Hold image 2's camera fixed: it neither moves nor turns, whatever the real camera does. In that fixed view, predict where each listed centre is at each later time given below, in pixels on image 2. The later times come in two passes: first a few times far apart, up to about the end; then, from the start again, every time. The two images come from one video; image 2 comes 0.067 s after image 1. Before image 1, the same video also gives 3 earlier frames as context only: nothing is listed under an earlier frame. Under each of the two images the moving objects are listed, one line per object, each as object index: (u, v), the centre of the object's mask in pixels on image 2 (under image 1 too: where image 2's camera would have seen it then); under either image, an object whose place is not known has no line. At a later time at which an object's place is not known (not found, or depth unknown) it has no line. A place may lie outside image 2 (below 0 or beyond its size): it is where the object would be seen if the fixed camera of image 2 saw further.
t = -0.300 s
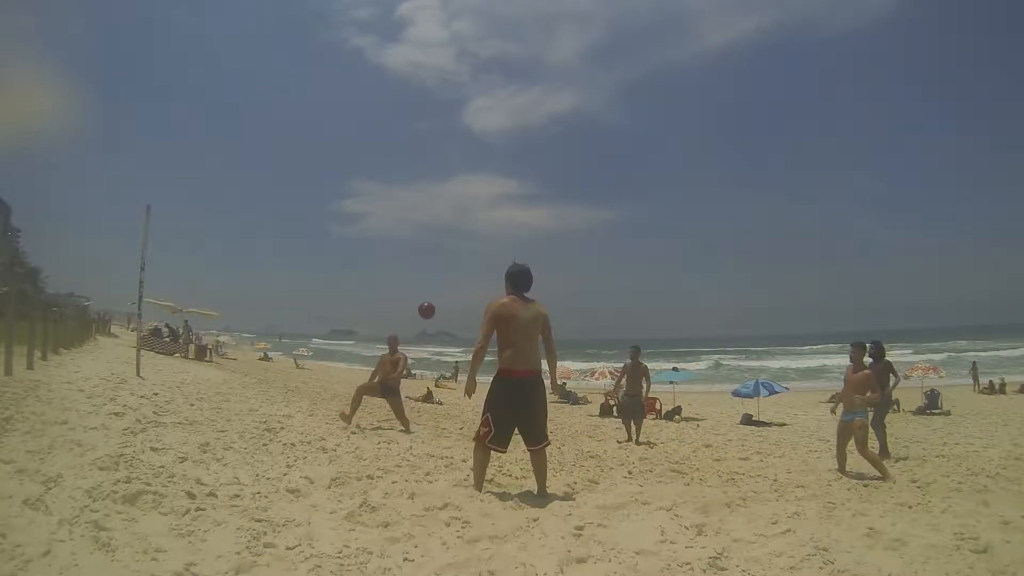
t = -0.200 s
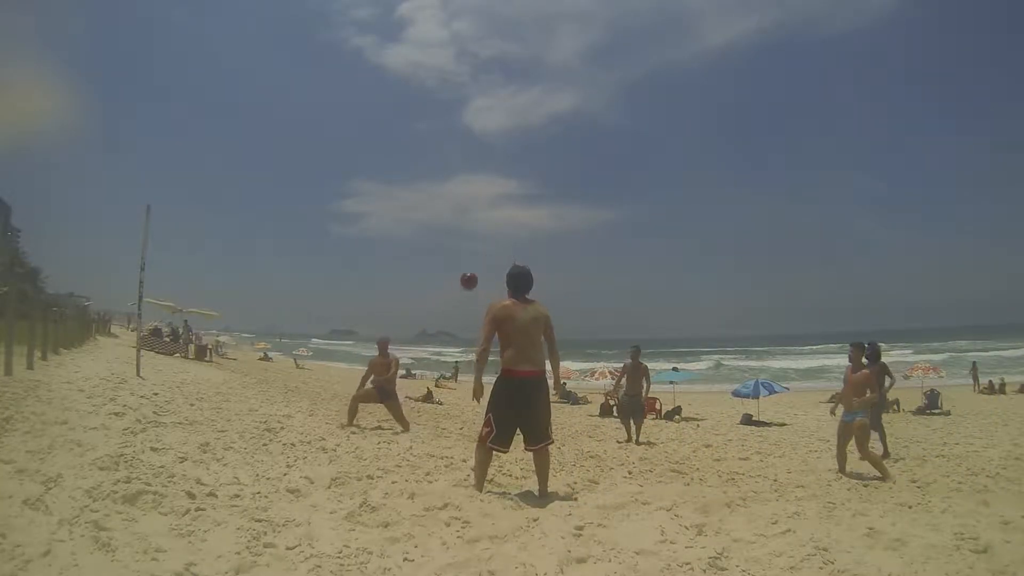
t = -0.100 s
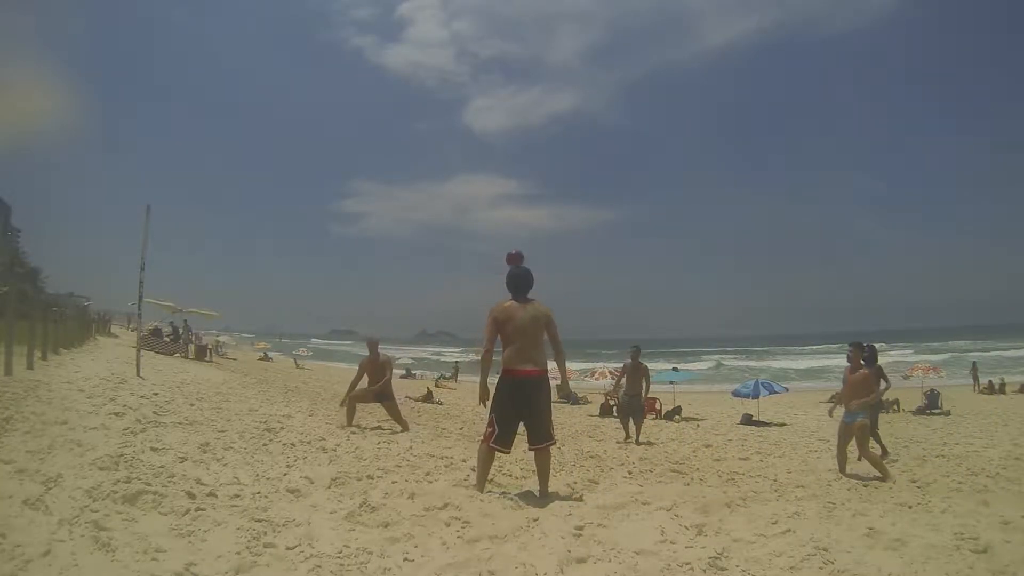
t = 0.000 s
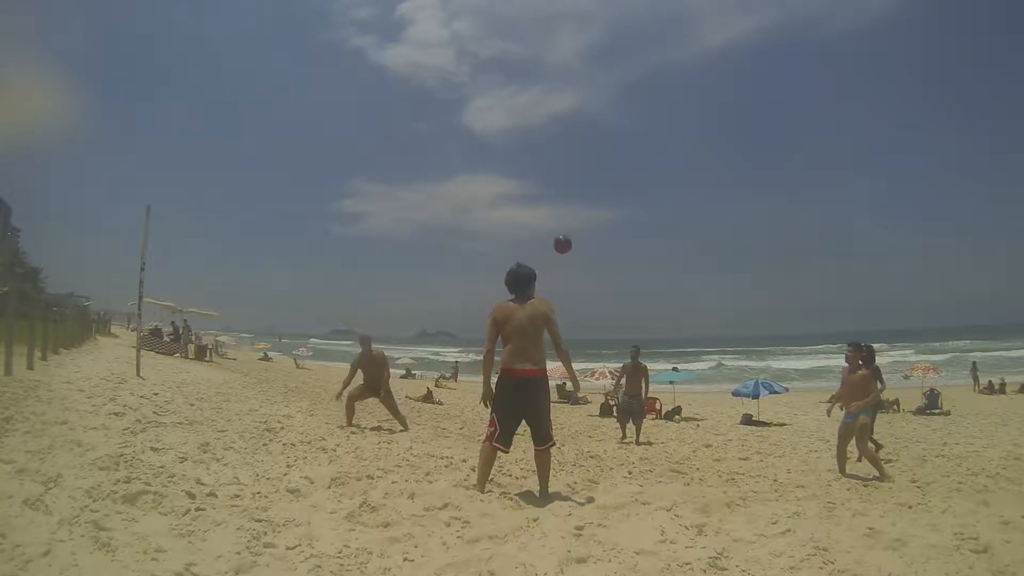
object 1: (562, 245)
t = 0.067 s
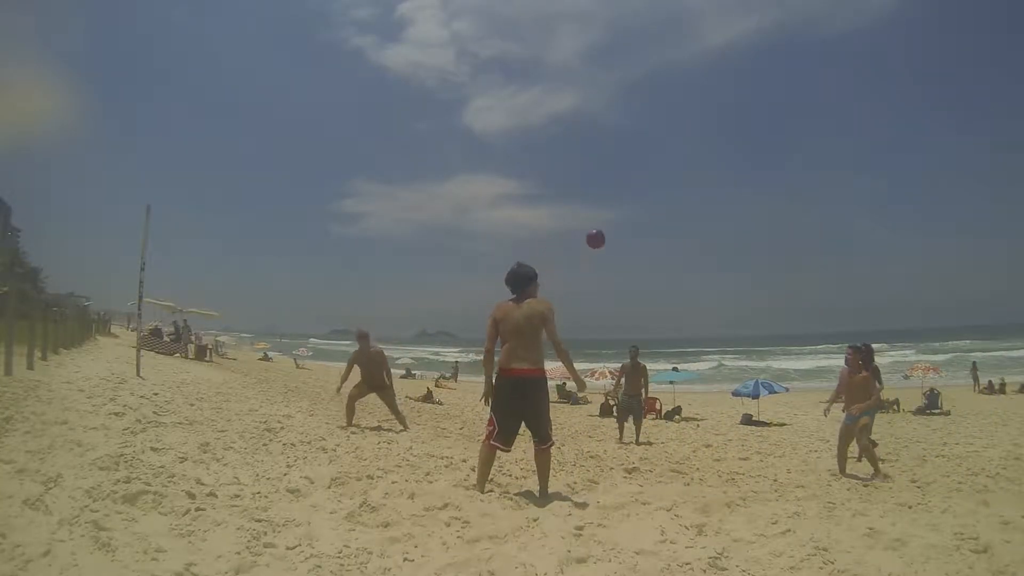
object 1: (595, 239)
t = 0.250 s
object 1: (689, 246)
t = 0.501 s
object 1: (818, 308)
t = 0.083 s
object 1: (604, 239)
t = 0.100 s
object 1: (612, 238)
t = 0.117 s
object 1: (621, 238)
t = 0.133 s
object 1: (629, 238)
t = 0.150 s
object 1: (638, 238)
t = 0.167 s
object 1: (646, 239)
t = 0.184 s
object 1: (655, 240)
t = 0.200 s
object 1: (663, 241)
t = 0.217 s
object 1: (672, 242)
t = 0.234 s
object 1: (680, 244)
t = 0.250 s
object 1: (689, 246)
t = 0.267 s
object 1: (697, 248)
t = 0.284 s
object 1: (706, 251)
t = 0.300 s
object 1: (715, 253)
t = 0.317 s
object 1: (723, 256)
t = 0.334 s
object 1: (732, 260)
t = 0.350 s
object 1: (741, 263)
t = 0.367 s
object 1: (750, 267)
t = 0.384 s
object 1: (758, 271)
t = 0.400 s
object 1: (767, 276)
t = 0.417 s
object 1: (775, 281)
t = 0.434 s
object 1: (784, 286)
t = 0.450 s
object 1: (792, 291)
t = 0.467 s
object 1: (801, 297)
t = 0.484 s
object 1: (809, 302)
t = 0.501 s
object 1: (818, 308)
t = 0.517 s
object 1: (826, 315)
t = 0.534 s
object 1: (834, 321)
